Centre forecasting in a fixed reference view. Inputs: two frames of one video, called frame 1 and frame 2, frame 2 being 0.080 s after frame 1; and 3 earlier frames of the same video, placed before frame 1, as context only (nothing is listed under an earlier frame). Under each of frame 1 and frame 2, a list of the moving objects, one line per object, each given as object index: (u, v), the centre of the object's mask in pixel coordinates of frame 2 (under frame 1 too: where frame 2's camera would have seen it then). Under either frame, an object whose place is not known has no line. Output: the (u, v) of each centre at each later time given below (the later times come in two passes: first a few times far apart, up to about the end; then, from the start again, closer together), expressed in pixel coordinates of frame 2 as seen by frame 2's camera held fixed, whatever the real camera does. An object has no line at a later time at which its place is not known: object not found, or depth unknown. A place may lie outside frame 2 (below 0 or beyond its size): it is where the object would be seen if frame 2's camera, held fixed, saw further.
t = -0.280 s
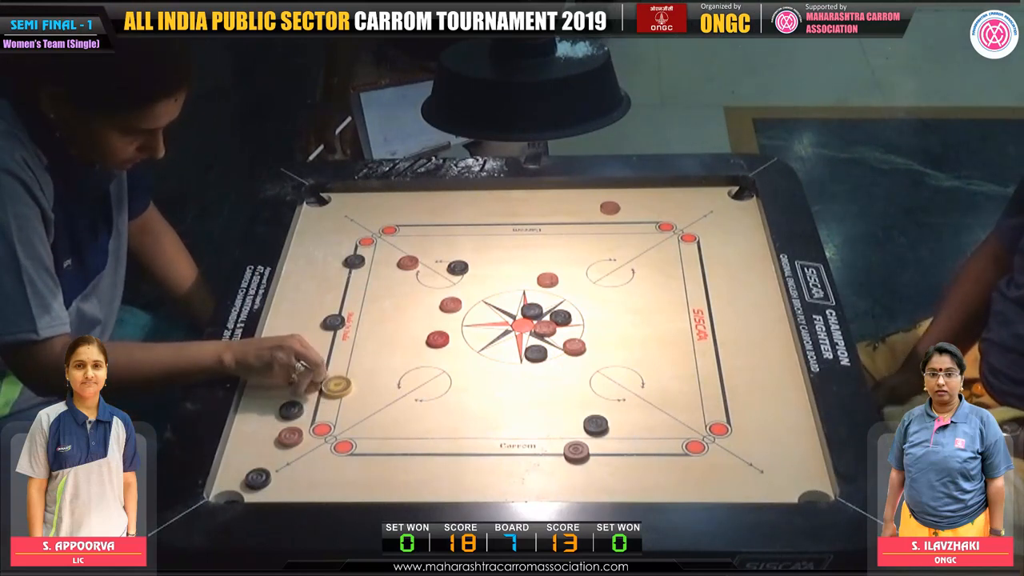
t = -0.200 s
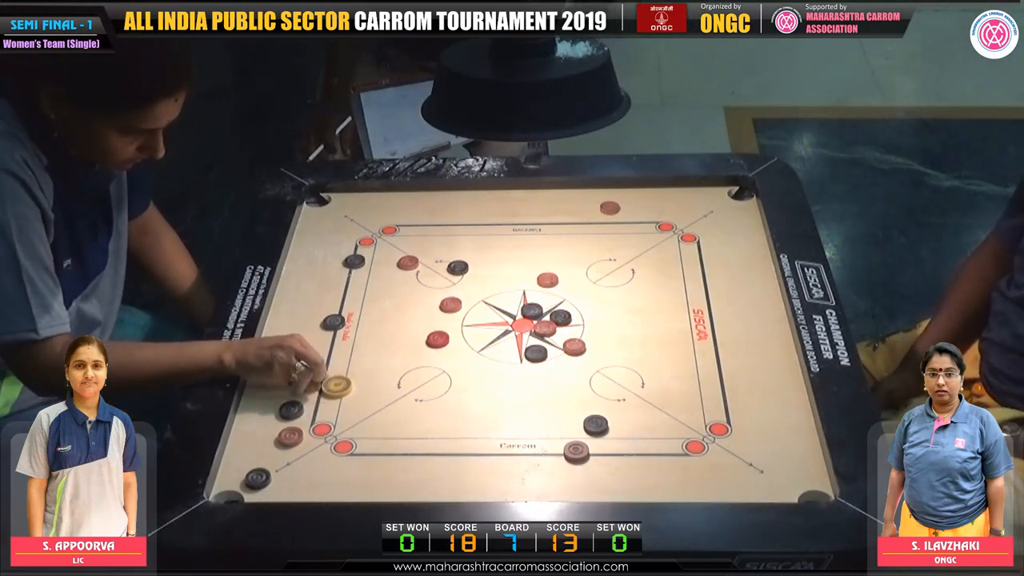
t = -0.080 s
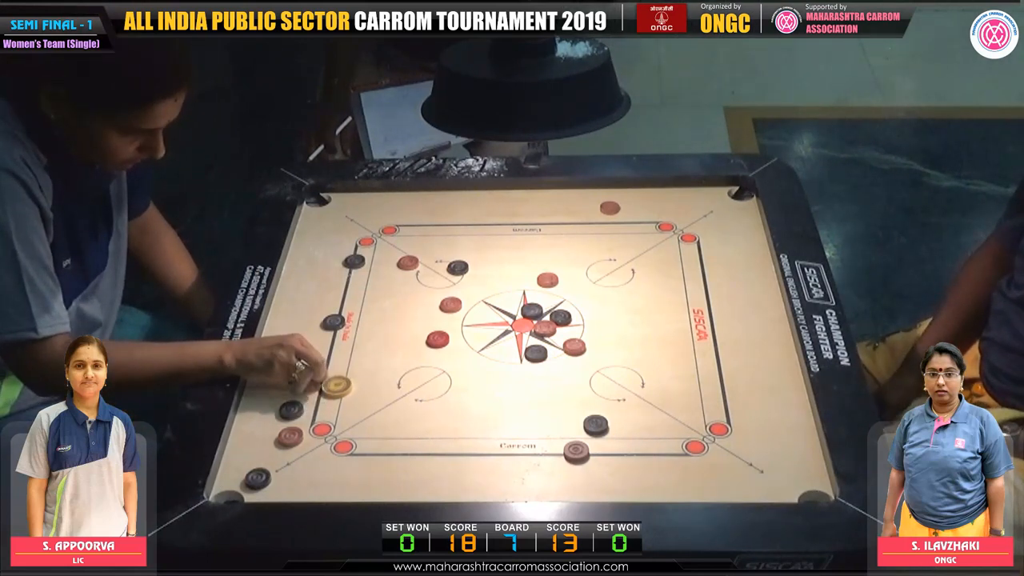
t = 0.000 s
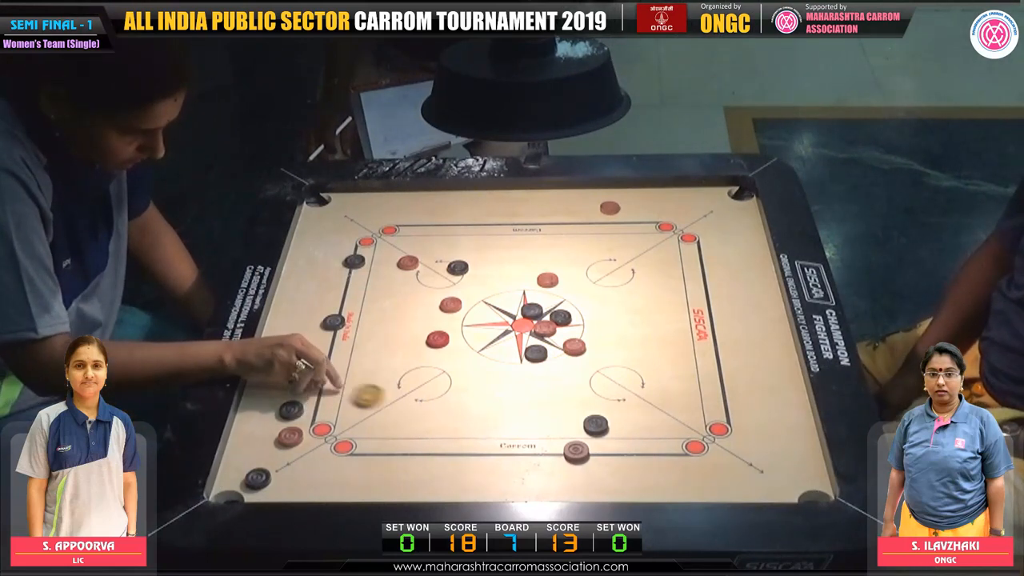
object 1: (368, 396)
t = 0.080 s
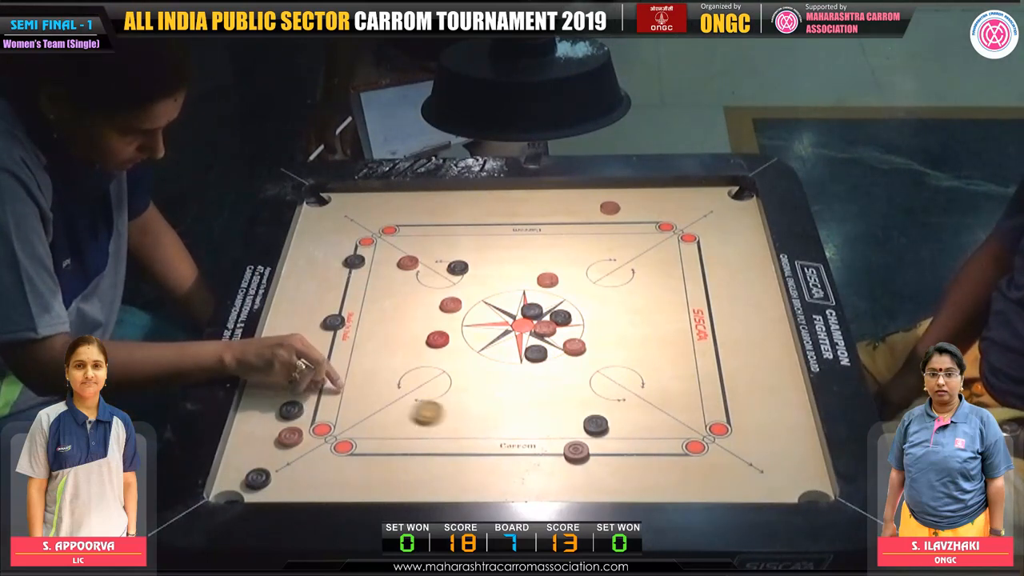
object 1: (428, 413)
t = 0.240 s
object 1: (537, 442)
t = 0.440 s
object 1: (589, 454)
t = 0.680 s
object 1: (599, 455)
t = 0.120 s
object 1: (456, 421)
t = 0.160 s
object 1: (484, 428)
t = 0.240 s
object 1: (537, 442)
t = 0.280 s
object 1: (555, 447)
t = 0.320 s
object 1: (566, 449)
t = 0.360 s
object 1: (575, 452)
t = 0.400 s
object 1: (583, 453)
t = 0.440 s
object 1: (589, 454)
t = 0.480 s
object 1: (594, 455)
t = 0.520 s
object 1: (597, 455)
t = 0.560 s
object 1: (599, 455)
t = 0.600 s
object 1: (599, 455)
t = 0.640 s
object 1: (599, 455)
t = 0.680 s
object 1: (599, 455)
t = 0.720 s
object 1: (599, 455)
